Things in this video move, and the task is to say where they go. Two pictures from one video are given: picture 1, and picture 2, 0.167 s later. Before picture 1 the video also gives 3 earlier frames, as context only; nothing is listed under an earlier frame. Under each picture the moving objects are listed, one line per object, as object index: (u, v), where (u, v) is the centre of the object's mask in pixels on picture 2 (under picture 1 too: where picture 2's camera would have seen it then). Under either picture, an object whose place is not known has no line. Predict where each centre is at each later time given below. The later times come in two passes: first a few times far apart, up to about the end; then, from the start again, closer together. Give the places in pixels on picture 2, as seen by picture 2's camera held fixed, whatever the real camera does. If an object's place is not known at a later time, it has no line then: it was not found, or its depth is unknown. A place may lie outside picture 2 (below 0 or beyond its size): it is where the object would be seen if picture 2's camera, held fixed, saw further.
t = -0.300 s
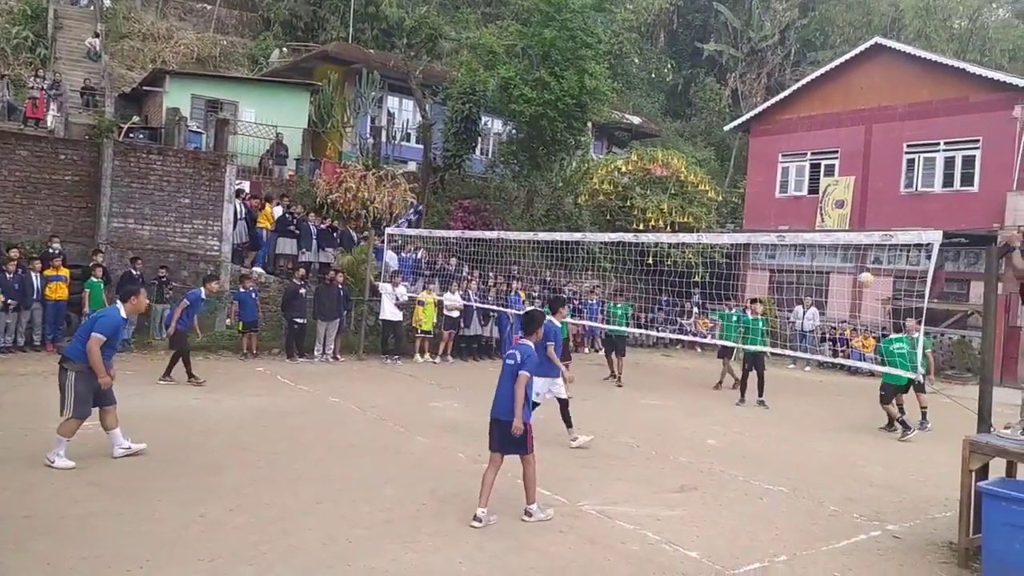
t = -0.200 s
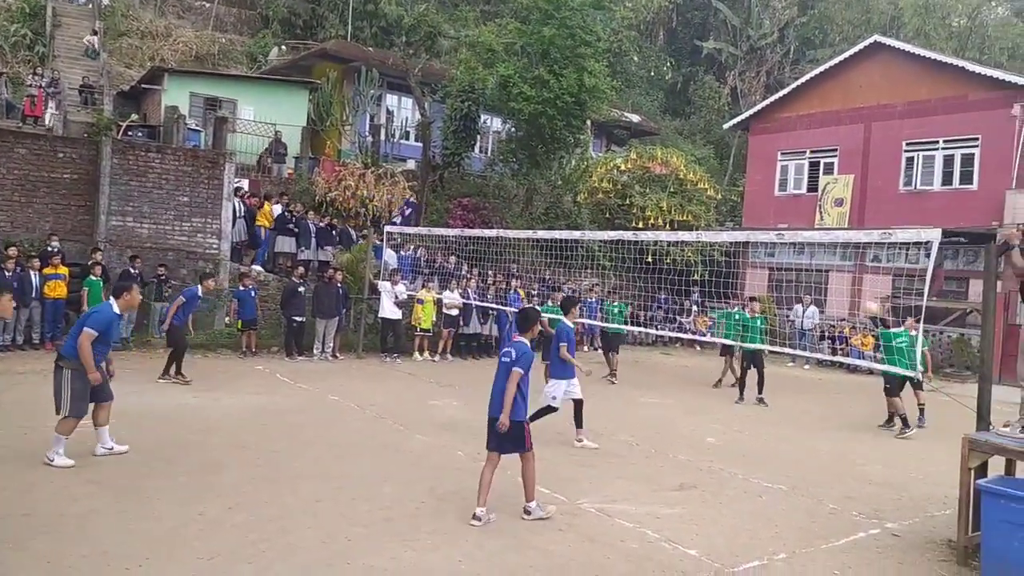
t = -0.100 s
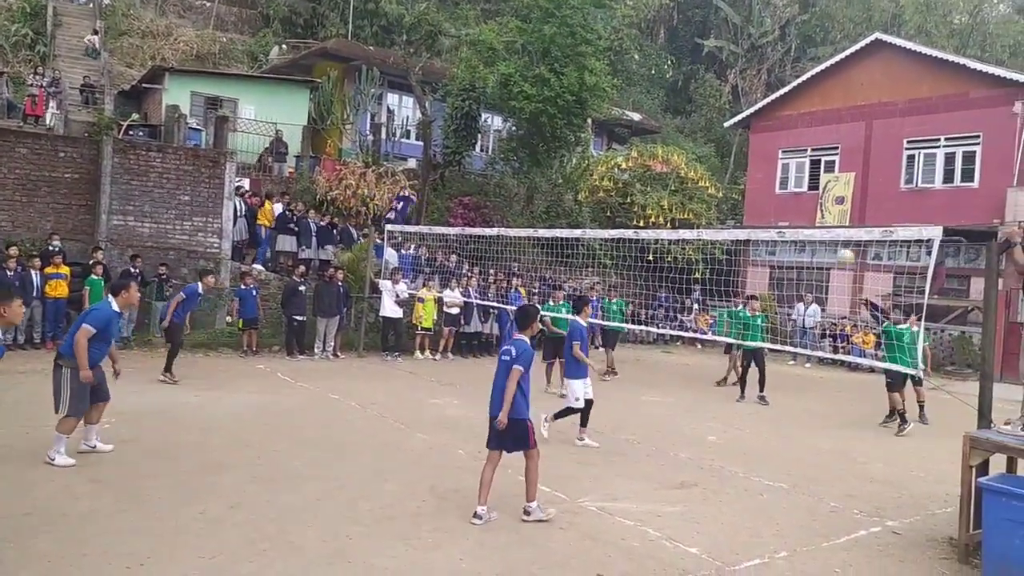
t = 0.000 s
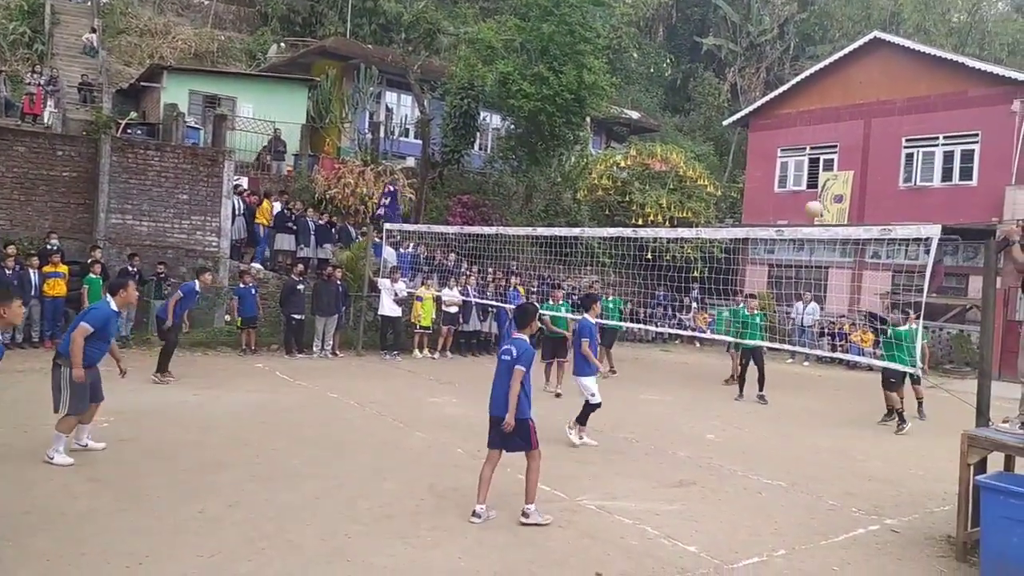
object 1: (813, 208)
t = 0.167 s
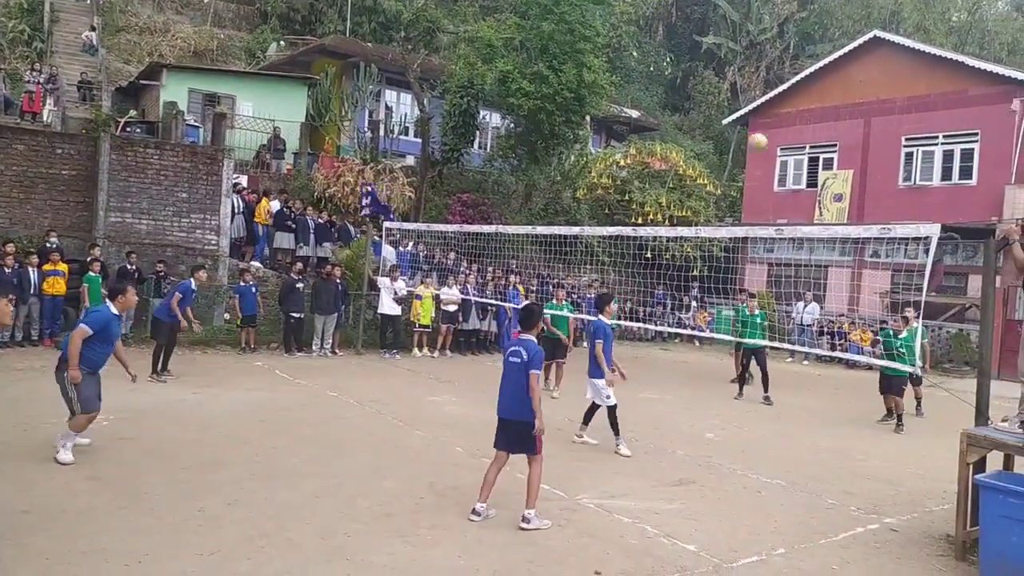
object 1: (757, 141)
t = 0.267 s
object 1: (718, 110)
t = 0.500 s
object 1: (611, 63)
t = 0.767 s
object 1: (446, 76)
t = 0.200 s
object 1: (745, 132)
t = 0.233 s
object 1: (732, 121)
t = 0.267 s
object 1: (718, 110)
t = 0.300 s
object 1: (704, 101)
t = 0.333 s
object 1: (690, 92)
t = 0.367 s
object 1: (675, 85)
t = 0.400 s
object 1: (660, 78)
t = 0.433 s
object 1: (644, 73)
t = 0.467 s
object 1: (627, 68)
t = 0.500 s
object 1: (611, 63)
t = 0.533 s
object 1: (593, 60)
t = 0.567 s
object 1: (574, 58)
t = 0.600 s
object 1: (554, 58)
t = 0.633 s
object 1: (535, 59)
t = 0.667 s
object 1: (514, 60)
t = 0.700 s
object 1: (493, 65)
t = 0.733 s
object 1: (470, 68)
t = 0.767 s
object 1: (446, 76)
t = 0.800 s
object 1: (422, 84)
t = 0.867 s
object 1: (370, 106)
